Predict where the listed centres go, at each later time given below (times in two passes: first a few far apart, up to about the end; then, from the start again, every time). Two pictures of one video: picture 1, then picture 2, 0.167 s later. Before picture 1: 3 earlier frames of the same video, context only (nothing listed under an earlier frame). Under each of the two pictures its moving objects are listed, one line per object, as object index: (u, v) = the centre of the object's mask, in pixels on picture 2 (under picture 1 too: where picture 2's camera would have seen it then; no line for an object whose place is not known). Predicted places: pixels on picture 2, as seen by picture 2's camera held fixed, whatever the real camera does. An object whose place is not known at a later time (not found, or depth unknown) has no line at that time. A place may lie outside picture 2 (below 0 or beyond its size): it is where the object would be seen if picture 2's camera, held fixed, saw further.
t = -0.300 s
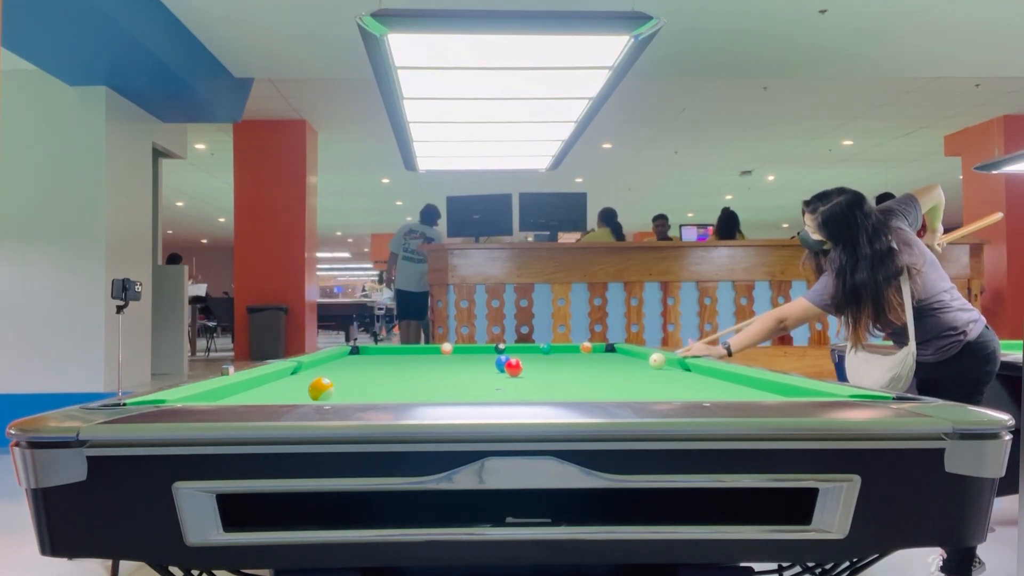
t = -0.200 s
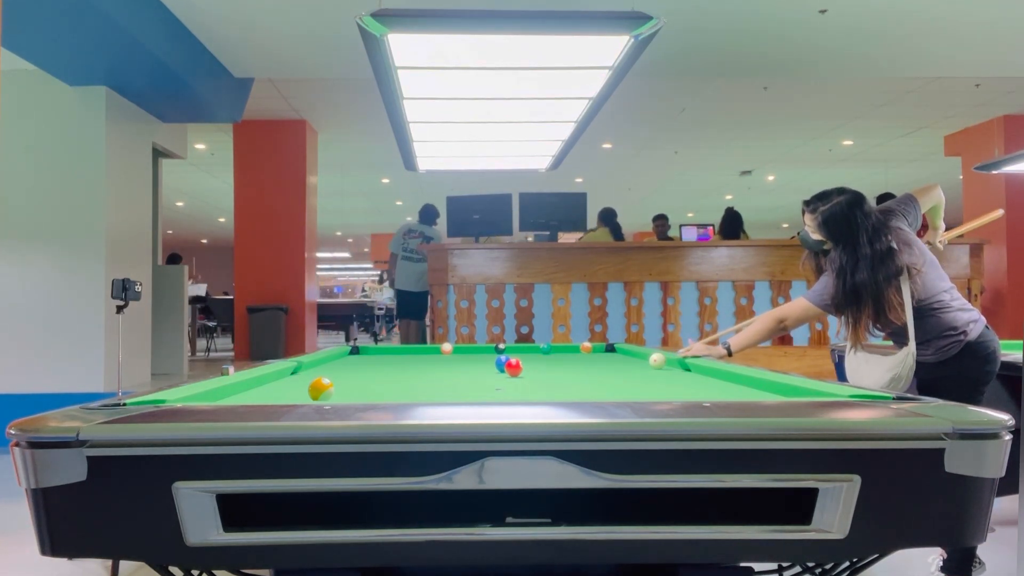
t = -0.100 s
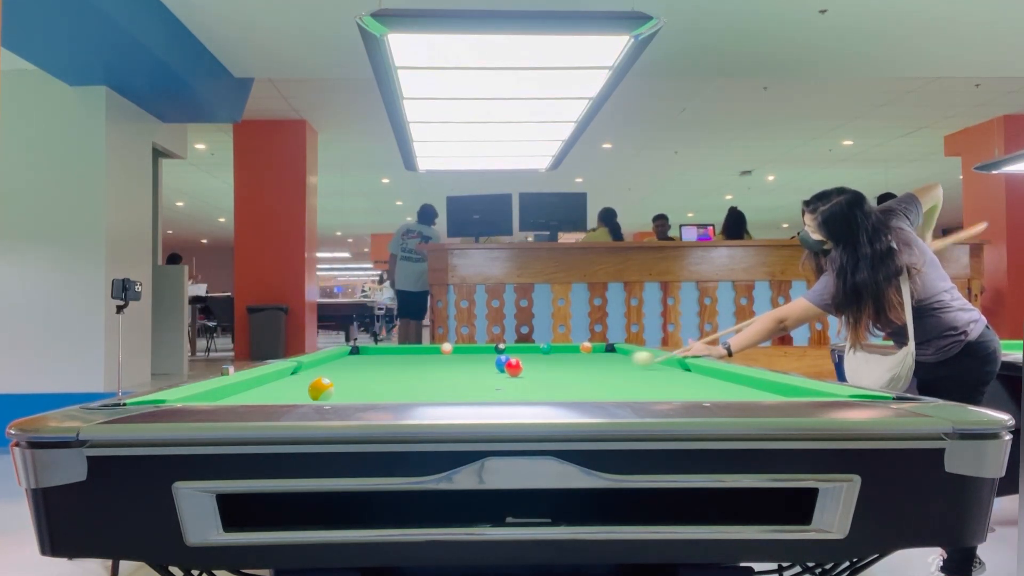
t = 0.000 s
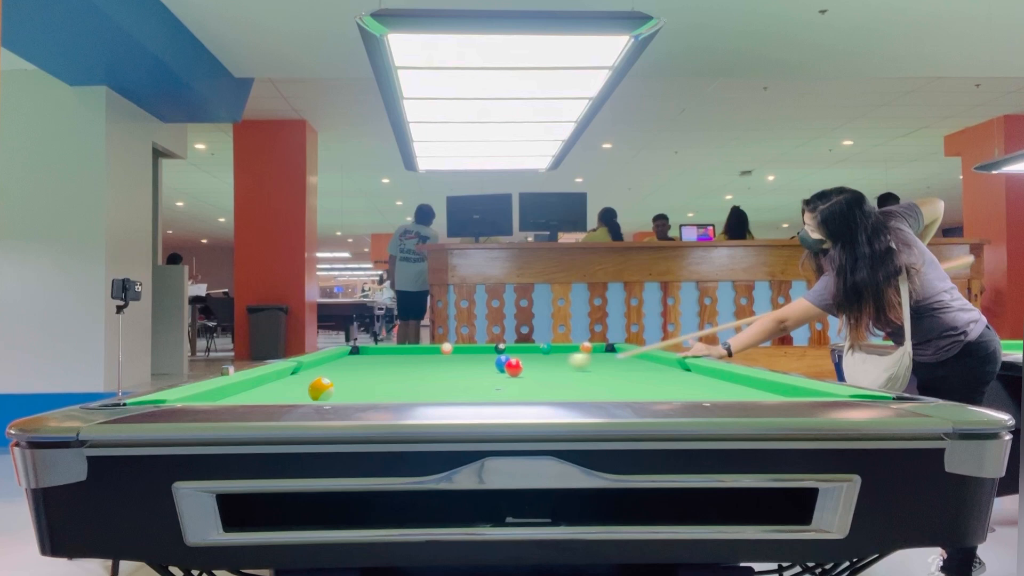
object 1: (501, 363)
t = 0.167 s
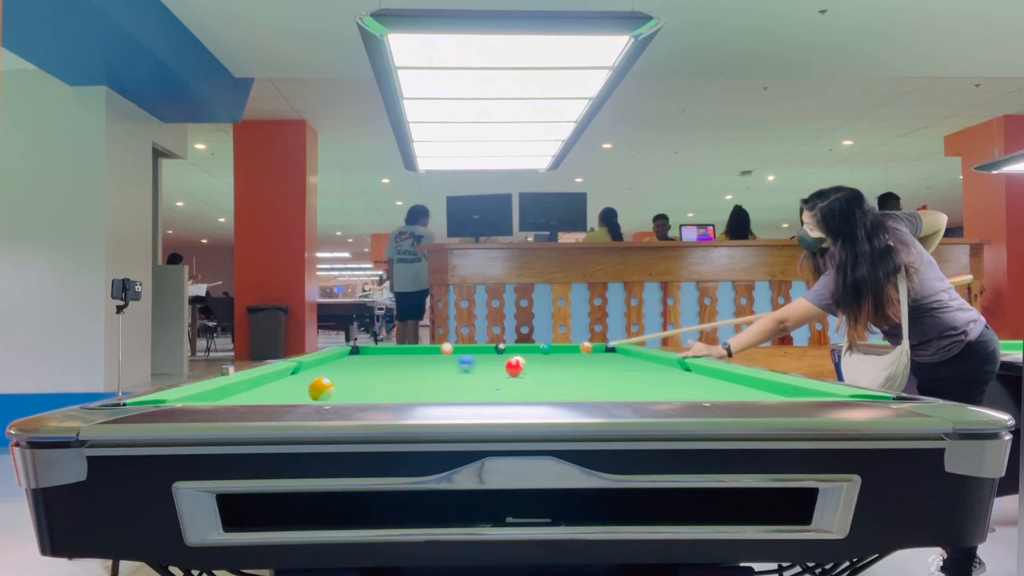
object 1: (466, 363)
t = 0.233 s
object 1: (434, 363)
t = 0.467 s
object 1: (343, 364)
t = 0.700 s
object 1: (335, 364)
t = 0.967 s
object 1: (366, 365)
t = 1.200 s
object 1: (394, 365)
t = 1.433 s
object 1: (422, 366)
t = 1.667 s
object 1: (449, 366)
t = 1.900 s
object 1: (476, 367)
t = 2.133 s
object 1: (503, 367)
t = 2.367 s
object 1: (530, 368)
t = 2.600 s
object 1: (556, 368)
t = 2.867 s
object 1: (585, 366)
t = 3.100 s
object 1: (612, 368)
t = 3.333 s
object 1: (636, 369)
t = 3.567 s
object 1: (660, 369)
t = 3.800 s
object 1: (684, 370)
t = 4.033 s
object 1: (703, 370)
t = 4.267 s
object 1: (693, 370)
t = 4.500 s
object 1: (685, 371)
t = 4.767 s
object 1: (678, 371)
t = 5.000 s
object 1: (672, 371)
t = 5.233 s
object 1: (668, 371)
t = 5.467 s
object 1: (665, 372)
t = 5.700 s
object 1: (664, 372)
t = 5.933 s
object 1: (664, 372)
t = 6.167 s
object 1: (664, 372)
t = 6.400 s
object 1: (664, 372)
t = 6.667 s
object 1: (663, 372)
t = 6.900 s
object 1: (663, 372)
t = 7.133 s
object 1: (664, 372)
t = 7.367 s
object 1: (664, 372)
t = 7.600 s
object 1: (664, 372)
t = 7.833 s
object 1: (664, 372)
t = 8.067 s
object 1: (663, 372)
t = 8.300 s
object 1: (663, 372)
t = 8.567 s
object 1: (664, 372)
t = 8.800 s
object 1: (664, 372)
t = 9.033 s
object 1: (663, 372)
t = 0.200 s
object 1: (449, 363)
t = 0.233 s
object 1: (434, 363)
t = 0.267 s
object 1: (419, 363)
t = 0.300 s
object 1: (405, 363)
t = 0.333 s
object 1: (392, 363)
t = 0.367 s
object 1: (378, 364)
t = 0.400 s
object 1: (366, 363)
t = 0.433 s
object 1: (355, 363)
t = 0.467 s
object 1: (343, 364)
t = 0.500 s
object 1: (331, 364)
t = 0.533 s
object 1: (319, 364)
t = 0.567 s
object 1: (315, 364)
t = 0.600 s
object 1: (321, 364)
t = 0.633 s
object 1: (326, 364)
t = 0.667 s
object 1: (331, 364)
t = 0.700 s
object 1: (335, 364)
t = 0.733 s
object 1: (339, 364)
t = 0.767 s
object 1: (343, 365)
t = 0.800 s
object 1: (347, 365)
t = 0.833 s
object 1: (350, 365)
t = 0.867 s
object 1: (354, 365)
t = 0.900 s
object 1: (358, 365)
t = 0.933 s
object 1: (362, 365)
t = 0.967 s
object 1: (366, 365)
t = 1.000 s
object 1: (370, 365)
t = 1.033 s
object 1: (374, 365)
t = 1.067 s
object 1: (378, 365)
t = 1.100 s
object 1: (383, 365)
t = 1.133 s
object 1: (387, 365)
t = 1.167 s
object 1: (391, 365)
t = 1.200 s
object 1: (394, 365)
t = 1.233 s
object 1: (397, 365)
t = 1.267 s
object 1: (399, 362)
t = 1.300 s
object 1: (407, 361)
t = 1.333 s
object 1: (412, 364)
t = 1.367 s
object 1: (414, 366)
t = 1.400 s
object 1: (418, 366)
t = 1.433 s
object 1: (422, 366)
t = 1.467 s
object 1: (426, 366)
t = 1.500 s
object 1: (430, 366)
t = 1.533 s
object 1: (434, 366)
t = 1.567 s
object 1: (438, 366)
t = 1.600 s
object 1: (442, 366)
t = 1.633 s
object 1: (445, 366)
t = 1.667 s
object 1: (449, 366)
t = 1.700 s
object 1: (453, 366)
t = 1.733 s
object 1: (457, 366)
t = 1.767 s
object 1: (461, 367)
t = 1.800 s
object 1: (465, 367)
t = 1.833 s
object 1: (469, 367)
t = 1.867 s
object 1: (472, 367)
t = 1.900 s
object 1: (476, 367)
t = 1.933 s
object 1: (480, 367)
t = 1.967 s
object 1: (484, 367)
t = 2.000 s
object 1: (488, 367)
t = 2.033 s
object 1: (492, 367)
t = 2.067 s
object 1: (496, 367)
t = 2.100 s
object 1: (500, 367)
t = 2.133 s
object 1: (503, 367)
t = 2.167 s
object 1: (507, 367)
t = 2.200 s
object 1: (511, 367)
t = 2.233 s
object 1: (515, 367)
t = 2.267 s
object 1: (519, 367)
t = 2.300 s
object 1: (523, 367)
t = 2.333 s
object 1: (526, 367)
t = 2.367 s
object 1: (530, 368)
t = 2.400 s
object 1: (534, 368)
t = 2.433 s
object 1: (537, 368)
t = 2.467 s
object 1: (541, 368)
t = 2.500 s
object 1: (545, 368)
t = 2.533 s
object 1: (550, 368)
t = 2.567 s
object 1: (553, 368)
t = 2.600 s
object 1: (556, 368)
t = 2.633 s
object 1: (560, 368)
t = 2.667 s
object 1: (564, 368)
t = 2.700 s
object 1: (567, 368)
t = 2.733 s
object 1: (571, 368)
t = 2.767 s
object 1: (574, 368)
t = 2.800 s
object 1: (577, 367)
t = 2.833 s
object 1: (581, 366)
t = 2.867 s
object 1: (585, 366)
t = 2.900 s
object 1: (589, 366)
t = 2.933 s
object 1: (593, 366)
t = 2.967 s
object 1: (597, 366)
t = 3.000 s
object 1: (601, 366)
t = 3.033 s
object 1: (605, 367)
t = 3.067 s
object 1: (609, 368)
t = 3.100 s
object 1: (612, 368)
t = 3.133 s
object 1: (615, 368)
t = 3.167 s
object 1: (618, 369)
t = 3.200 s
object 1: (622, 369)
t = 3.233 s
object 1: (625, 369)
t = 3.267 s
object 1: (629, 369)
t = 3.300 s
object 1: (633, 369)
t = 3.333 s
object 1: (636, 369)
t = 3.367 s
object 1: (640, 369)
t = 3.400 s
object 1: (643, 369)
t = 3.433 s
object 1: (647, 369)
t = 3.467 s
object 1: (650, 369)
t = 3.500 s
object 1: (653, 369)
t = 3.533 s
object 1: (657, 369)
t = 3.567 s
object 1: (660, 369)
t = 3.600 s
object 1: (664, 370)
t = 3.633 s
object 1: (667, 370)
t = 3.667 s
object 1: (671, 369)
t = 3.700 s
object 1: (674, 369)
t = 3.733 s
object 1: (678, 369)
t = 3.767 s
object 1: (681, 370)
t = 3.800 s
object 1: (684, 370)
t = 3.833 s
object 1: (687, 370)
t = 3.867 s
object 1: (690, 370)
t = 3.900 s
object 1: (694, 370)
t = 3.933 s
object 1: (697, 370)
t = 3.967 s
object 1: (700, 370)
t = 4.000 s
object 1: (704, 370)
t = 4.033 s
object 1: (703, 370)
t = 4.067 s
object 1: (702, 370)
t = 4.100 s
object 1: (701, 370)
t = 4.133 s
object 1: (699, 370)
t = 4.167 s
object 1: (697, 370)
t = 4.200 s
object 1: (696, 370)
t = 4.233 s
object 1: (694, 370)
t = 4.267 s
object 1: (693, 370)
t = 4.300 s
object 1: (692, 371)
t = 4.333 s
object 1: (691, 370)
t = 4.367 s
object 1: (690, 371)
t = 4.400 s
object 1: (688, 370)
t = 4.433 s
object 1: (687, 371)
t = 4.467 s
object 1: (686, 371)
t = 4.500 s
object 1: (685, 371)
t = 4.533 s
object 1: (684, 371)
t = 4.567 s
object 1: (683, 371)
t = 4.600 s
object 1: (682, 371)
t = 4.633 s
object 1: (681, 371)
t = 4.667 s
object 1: (680, 371)
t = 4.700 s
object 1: (679, 371)
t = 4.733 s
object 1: (678, 371)
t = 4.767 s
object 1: (678, 371)
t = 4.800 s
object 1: (677, 371)
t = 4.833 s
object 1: (676, 371)
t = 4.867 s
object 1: (675, 371)
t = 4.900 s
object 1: (674, 371)
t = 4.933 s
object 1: (673, 371)
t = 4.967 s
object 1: (673, 371)
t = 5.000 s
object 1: (672, 371)
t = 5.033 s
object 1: (671, 371)
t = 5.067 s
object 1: (670, 371)
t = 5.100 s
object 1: (670, 371)
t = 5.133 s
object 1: (669, 371)
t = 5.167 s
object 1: (669, 371)
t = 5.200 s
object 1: (668, 371)
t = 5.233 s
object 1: (668, 371)
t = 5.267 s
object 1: (667, 371)
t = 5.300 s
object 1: (667, 371)
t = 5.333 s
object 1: (666, 371)
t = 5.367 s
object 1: (666, 371)
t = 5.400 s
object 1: (666, 371)
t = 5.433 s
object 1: (666, 371)
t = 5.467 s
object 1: (665, 372)
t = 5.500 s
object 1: (665, 371)
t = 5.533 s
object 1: (665, 371)
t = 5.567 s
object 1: (665, 371)
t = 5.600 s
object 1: (664, 372)
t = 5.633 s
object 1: (664, 372)
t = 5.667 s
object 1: (664, 372)
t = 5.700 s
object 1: (664, 372)
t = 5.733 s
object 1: (664, 372)
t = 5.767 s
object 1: (664, 372)
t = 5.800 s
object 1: (664, 372)
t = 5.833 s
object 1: (664, 372)
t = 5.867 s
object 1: (664, 372)
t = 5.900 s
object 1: (664, 372)
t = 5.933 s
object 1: (664, 372)
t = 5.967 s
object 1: (664, 372)
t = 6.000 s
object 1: (664, 372)
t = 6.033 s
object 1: (664, 372)
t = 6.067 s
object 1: (664, 372)
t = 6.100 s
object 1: (664, 372)
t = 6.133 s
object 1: (664, 372)
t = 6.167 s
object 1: (664, 372)
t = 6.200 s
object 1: (664, 372)
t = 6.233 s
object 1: (664, 372)
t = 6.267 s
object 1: (664, 372)
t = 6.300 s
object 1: (664, 372)
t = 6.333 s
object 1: (664, 372)
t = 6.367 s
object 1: (664, 372)
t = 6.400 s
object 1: (664, 372)
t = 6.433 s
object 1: (664, 372)
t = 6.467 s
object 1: (664, 372)
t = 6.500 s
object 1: (664, 372)
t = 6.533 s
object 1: (664, 372)
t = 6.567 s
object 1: (664, 372)
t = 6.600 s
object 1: (664, 372)
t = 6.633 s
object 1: (664, 372)
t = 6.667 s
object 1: (663, 372)
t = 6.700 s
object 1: (664, 372)
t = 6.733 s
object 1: (663, 372)
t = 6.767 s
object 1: (664, 372)
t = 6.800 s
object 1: (664, 372)
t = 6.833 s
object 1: (664, 372)
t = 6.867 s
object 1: (664, 372)
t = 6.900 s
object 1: (663, 372)
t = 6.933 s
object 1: (664, 372)
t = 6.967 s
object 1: (664, 372)
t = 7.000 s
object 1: (664, 372)
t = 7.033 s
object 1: (664, 372)
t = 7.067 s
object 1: (664, 372)
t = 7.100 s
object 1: (664, 372)
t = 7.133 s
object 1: (664, 372)
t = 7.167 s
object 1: (664, 372)
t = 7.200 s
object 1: (664, 372)
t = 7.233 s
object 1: (664, 372)
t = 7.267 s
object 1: (664, 372)
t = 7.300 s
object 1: (664, 372)
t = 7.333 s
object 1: (664, 372)
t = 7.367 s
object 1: (664, 372)
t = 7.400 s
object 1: (664, 372)
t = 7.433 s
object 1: (663, 372)
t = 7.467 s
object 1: (664, 372)
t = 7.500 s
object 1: (664, 372)
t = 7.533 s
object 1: (664, 372)
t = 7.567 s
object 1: (664, 372)
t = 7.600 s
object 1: (664, 372)
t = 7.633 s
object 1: (663, 372)
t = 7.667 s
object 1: (663, 372)
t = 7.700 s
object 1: (664, 372)
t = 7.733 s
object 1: (663, 372)
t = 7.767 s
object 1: (664, 372)
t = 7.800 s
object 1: (664, 372)
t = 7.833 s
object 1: (664, 372)
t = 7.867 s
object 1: (663, 372)
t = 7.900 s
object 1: (663, 372)
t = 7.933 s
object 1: (664, 372)
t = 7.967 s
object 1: (663, 372)
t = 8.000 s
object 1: (664, 372)
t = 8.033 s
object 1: (663, 372)
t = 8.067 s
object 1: (663, 372)
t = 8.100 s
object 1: (664, 372)
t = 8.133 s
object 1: (664, 372)
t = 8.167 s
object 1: (663, 372)
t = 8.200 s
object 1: (663, 372)
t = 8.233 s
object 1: (663, 372)
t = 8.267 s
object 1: (663, 372)
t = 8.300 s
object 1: (663, 372)
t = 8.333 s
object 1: (664, 372)
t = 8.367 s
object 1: (663, 372)
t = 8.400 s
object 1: (663, 372)
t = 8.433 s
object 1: (663, 372)
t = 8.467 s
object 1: (663, 372)
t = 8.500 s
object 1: (663, 372)
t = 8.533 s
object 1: (664, 372)
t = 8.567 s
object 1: (664, 372)
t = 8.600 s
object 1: (664, 372)
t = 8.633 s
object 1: (663, 372)
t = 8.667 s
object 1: (663, 372)
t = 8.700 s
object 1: (663, 372)
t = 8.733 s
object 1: (664, 372)
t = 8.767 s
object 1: (664, 372)
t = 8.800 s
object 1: (664, 372)
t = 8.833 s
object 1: (663, 372)
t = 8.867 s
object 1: (664, 372)
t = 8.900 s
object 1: (663, 372)
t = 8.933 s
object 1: (663, 372)
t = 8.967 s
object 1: (663, 372)
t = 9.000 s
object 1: (663, 372)
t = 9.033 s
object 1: (663, 372)
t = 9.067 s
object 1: (664, 372)
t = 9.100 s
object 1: (663, 372)
